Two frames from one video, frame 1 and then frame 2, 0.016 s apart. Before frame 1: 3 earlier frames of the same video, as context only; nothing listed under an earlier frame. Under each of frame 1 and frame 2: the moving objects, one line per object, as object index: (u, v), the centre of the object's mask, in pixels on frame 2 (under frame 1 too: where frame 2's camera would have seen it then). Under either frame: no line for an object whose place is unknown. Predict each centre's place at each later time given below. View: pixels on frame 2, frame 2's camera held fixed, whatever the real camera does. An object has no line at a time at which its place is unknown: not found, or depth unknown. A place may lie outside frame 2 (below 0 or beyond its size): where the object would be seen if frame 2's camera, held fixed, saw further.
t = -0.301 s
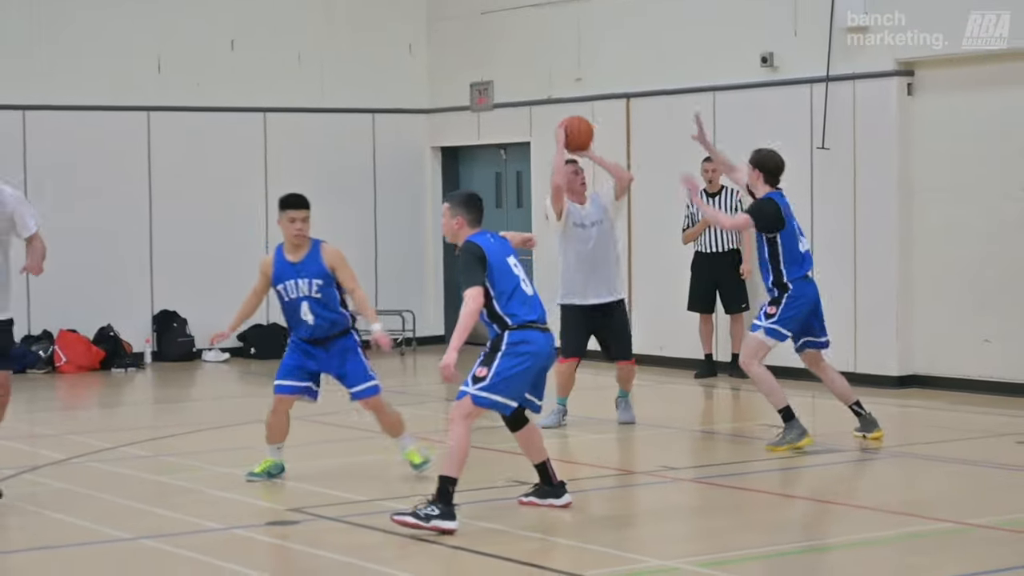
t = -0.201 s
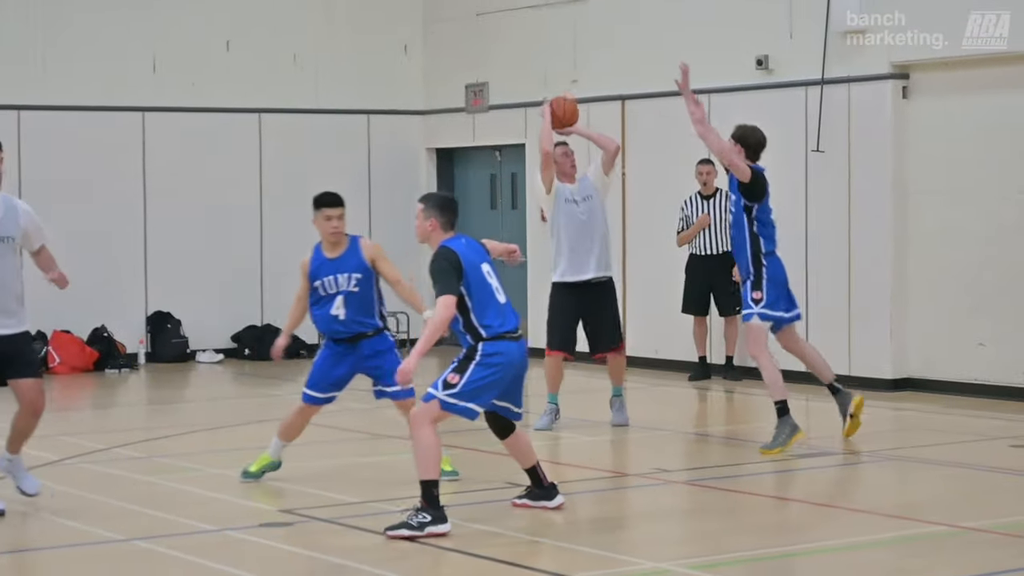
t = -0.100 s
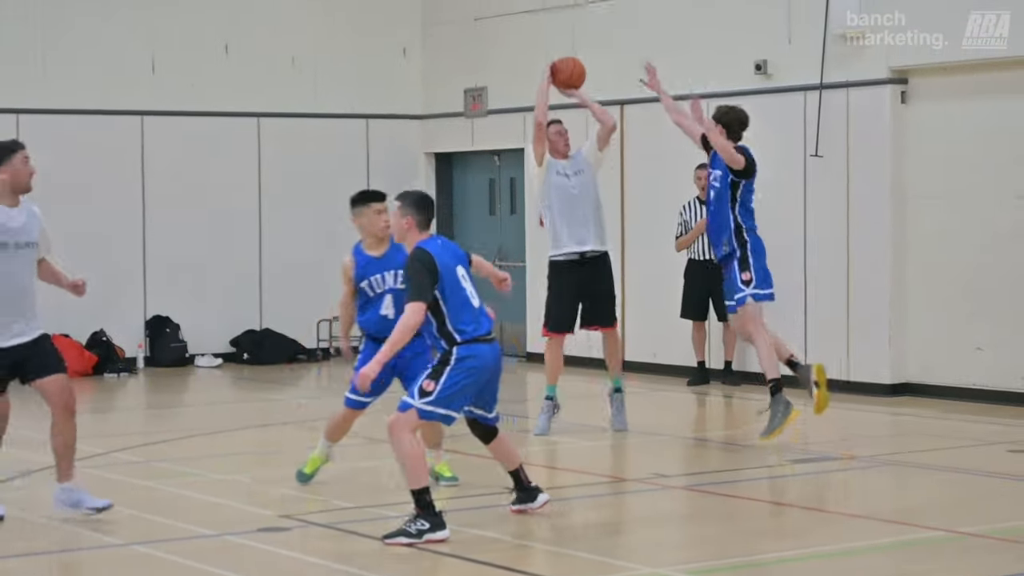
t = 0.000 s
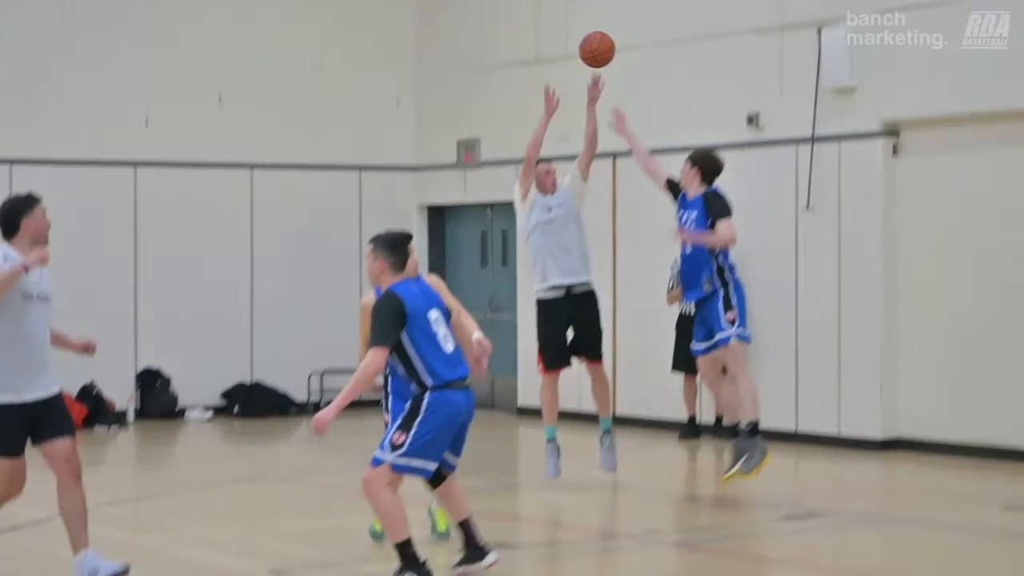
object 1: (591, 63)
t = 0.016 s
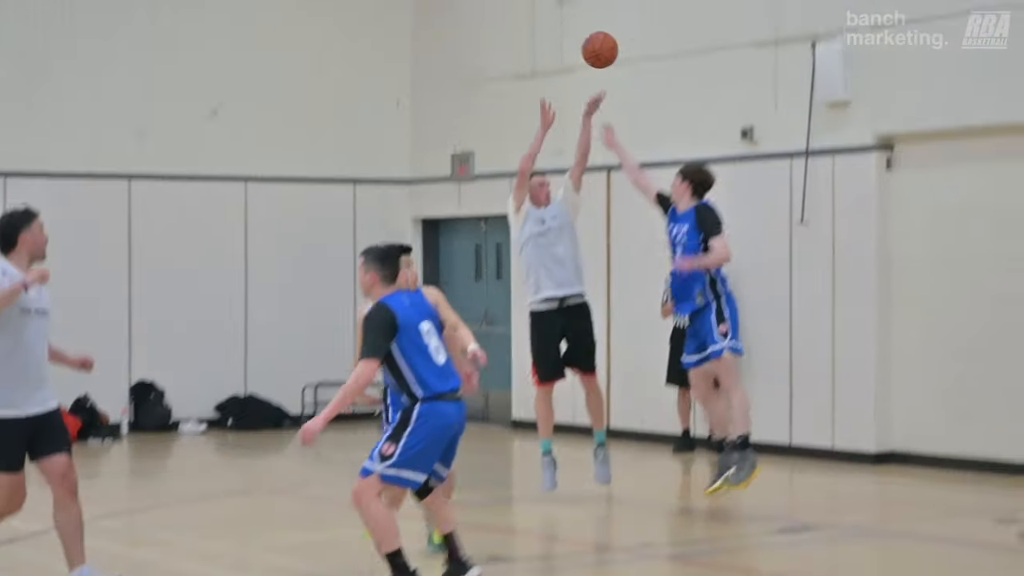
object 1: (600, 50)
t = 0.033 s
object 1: (608, 36)
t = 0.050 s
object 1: (617, 23)
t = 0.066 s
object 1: (625, 10)
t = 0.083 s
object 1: (635, -3)
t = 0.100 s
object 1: (644, -15)
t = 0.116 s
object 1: (653, -26)
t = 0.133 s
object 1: (661, -38)
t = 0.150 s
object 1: (670, -49)
